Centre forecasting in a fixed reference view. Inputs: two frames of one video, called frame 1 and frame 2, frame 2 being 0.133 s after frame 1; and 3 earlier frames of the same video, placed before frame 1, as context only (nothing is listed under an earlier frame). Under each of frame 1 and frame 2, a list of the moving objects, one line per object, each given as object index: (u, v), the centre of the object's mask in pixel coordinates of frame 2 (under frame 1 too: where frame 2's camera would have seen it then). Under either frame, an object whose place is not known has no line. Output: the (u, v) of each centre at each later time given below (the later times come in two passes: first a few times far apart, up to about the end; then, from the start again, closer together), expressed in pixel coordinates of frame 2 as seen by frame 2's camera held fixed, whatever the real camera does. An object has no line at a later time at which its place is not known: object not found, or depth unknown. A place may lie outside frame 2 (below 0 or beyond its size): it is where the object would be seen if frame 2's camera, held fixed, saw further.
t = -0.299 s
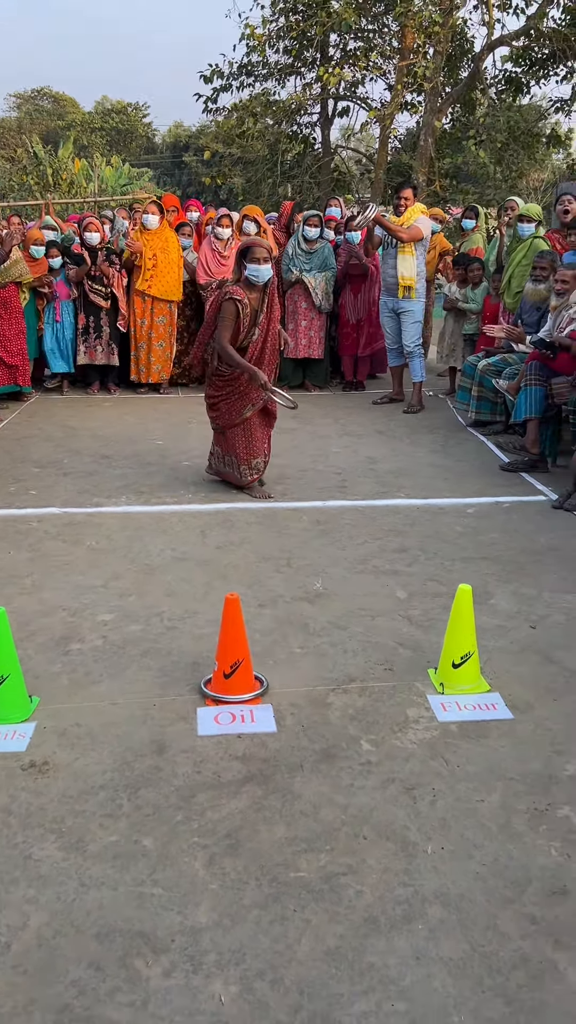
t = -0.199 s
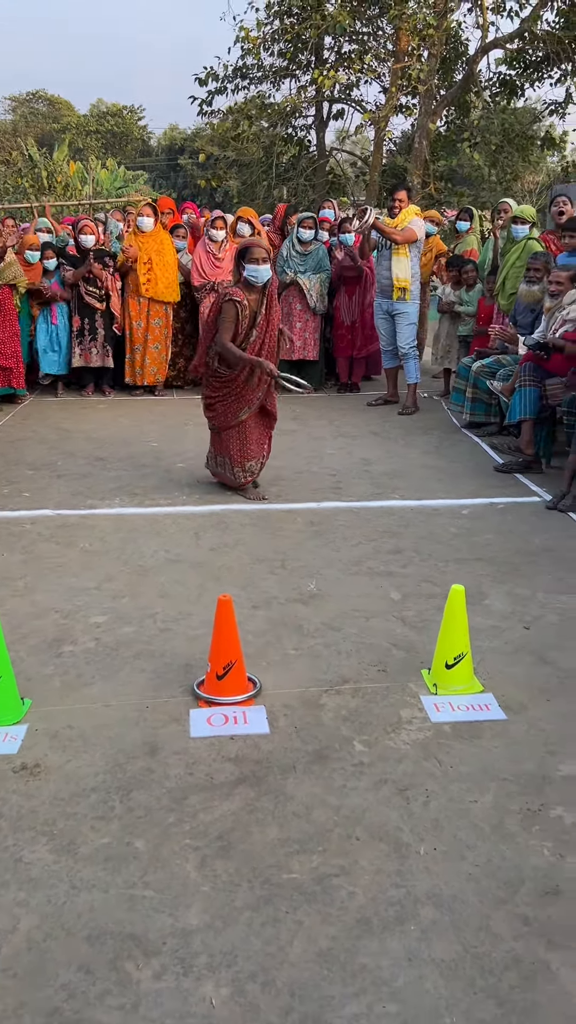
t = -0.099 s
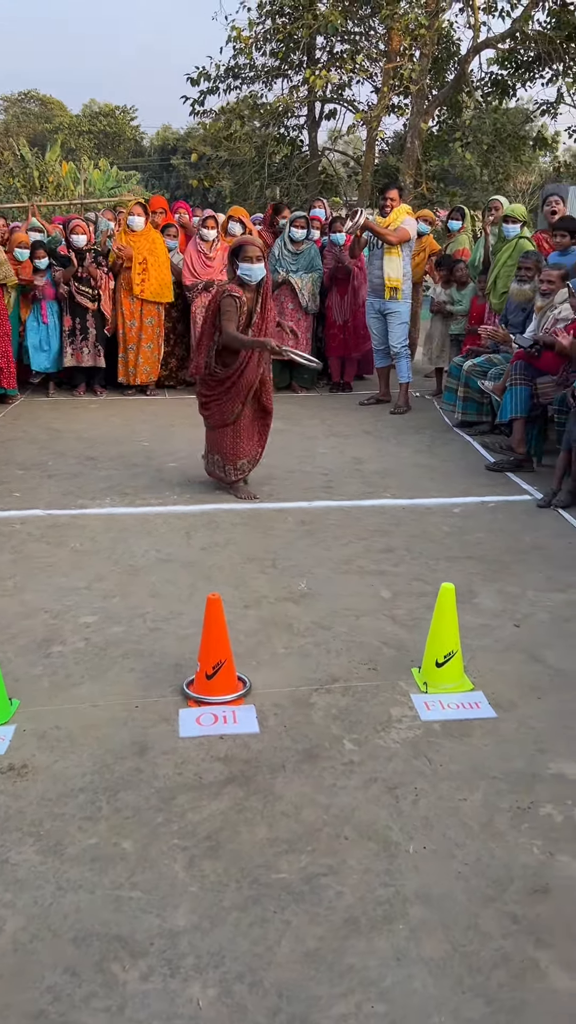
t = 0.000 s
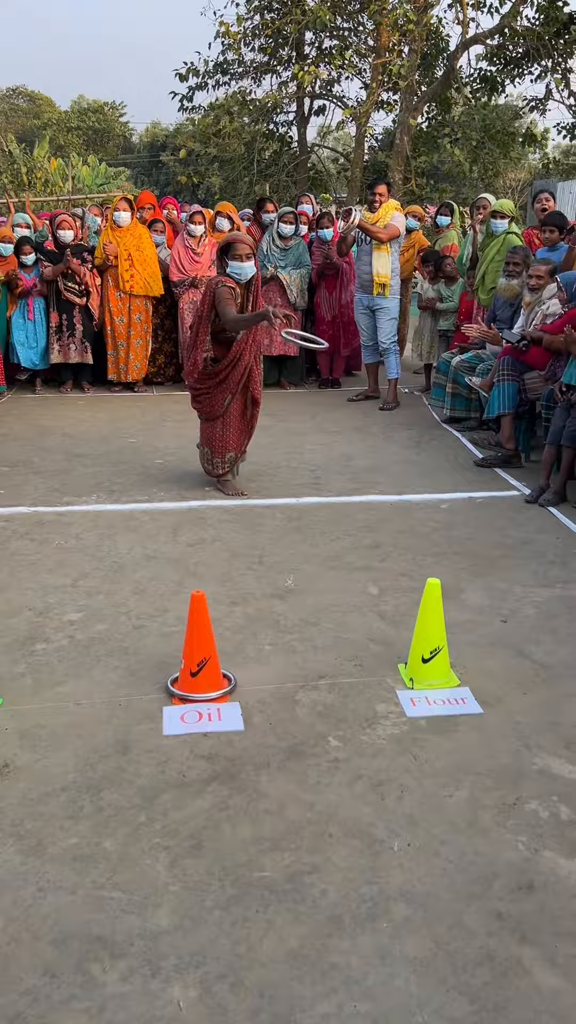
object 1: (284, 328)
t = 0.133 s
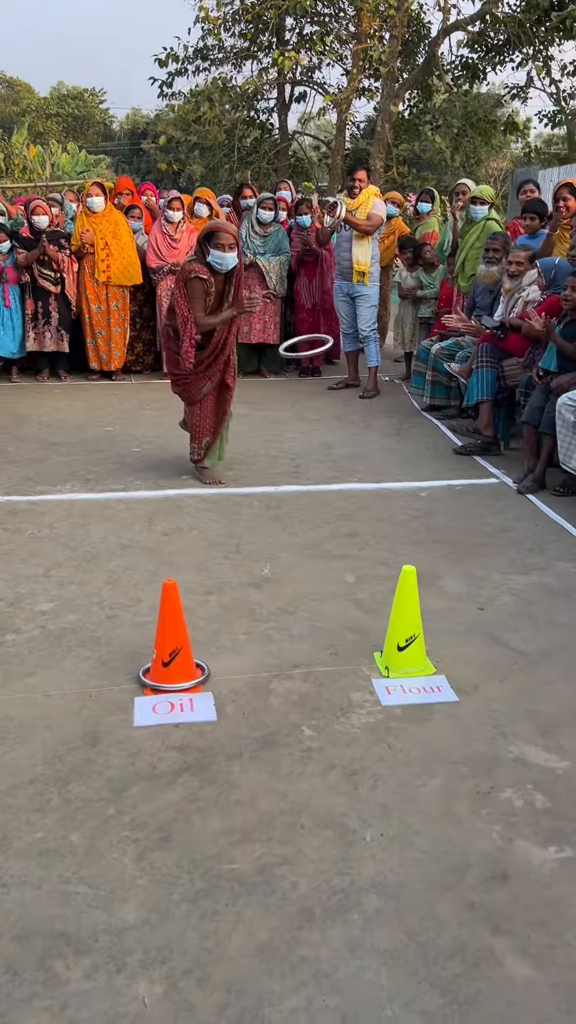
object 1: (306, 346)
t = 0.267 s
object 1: (331, 419)
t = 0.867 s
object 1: (318, 642)
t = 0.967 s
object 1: (323, 640)
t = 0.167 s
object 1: (312, 359)
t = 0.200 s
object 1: (318, 374)
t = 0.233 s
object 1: (325, 394)
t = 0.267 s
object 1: (331, 419)
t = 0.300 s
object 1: (340, 448)
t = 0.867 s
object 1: (318, 642)
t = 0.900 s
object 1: (319, 642)
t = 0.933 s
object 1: (321, 641)
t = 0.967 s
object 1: (323, 640)
